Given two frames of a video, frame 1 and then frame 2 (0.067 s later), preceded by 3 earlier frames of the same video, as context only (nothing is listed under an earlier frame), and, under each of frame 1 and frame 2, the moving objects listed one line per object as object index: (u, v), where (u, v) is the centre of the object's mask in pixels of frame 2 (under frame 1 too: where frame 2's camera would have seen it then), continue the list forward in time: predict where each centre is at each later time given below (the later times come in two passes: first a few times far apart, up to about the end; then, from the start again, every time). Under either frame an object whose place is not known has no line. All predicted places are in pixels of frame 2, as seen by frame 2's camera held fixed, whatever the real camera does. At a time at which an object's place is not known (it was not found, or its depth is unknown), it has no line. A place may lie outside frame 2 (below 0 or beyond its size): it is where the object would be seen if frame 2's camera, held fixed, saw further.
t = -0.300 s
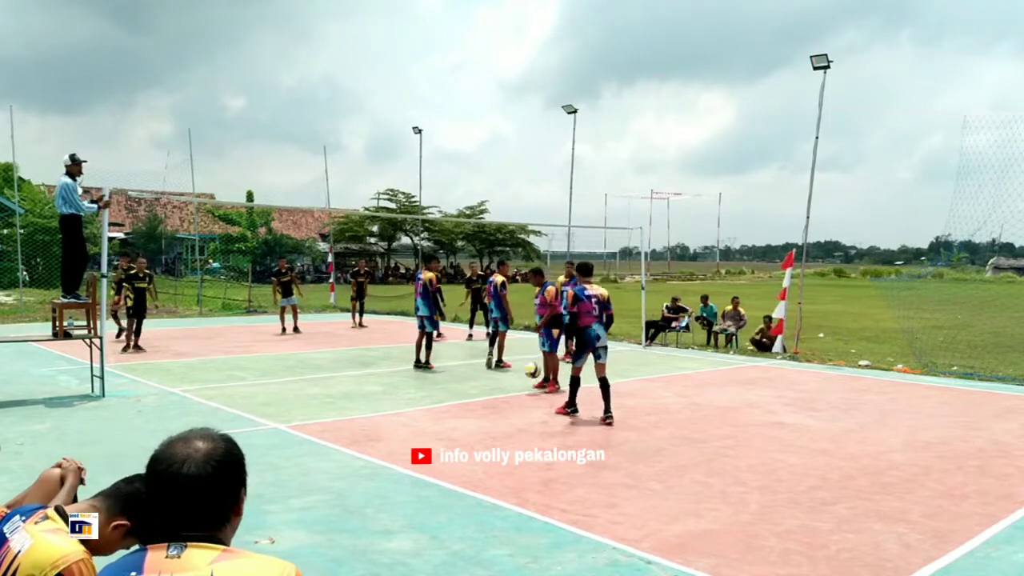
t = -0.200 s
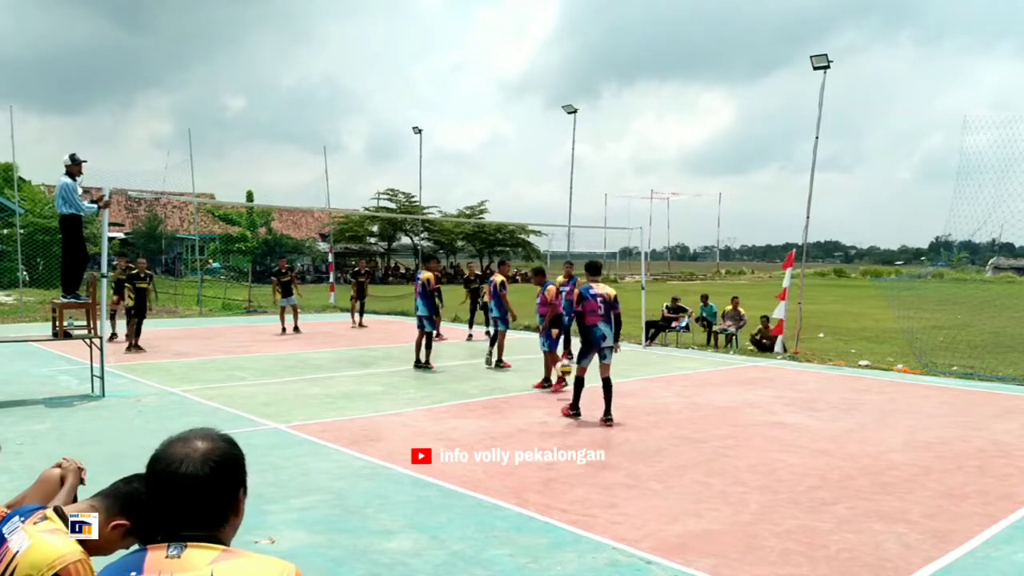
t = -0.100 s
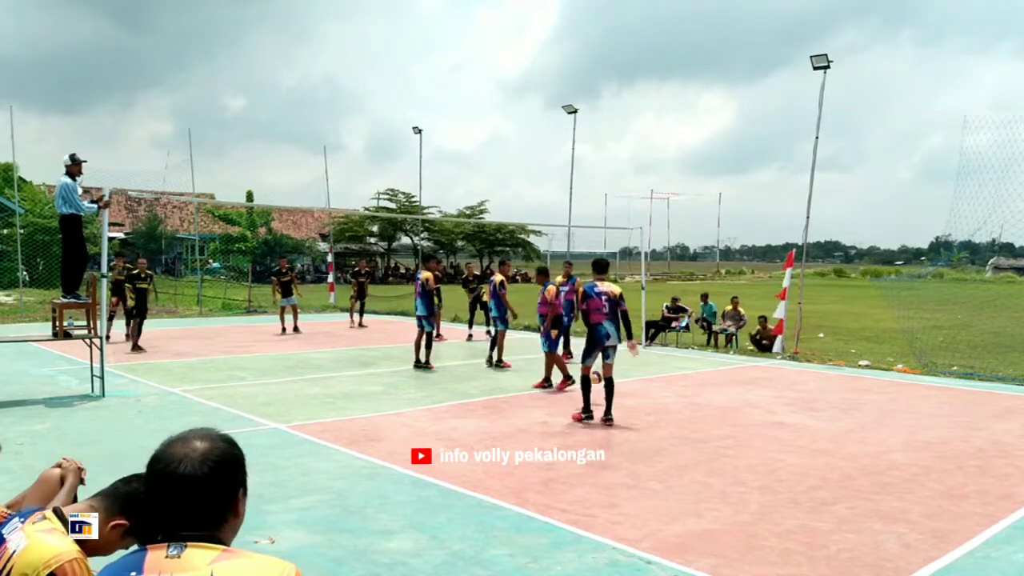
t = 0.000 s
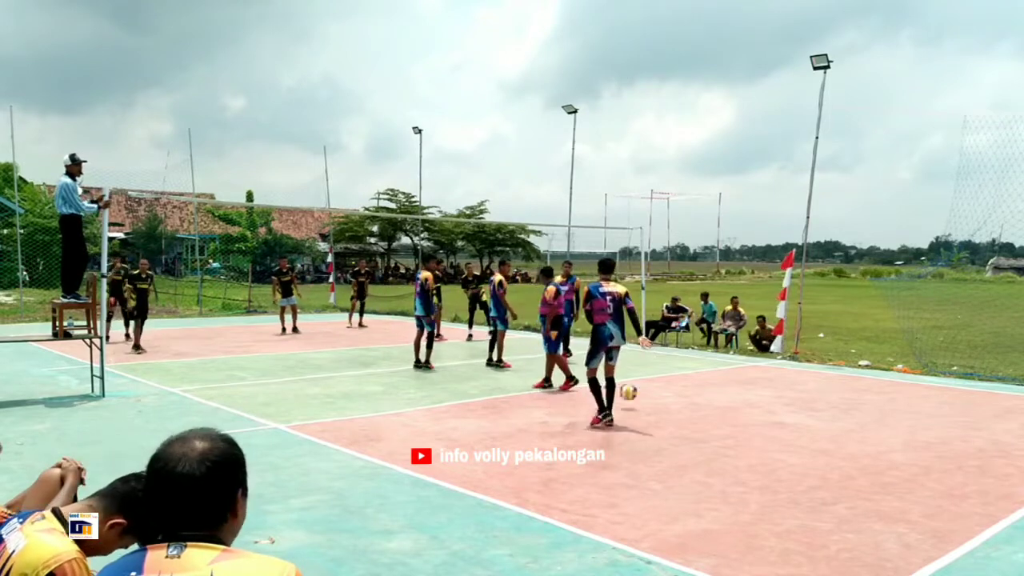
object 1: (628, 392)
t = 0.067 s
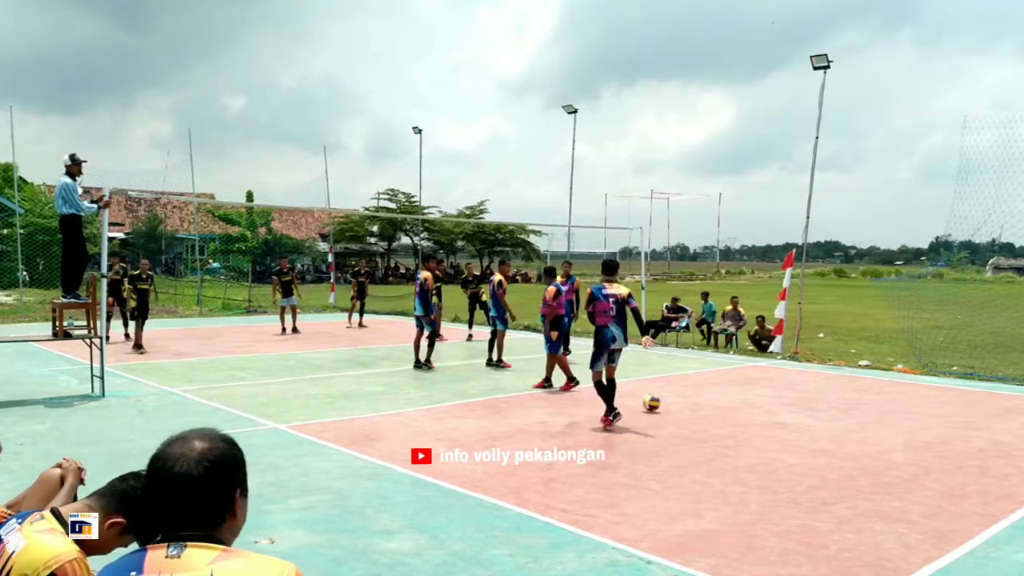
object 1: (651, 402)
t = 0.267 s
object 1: (725, 391)
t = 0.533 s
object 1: (832, 420)
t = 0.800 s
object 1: (956, 427)
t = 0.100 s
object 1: (662, 398)
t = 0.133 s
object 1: (675, 395)
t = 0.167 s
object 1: (687, 392)
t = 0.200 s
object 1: (700, 389)
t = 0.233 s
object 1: (711, 390)
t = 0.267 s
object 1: (725, 391)
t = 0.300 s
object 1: (737, 393)
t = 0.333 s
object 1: (751, 396)
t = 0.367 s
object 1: (763, 401)
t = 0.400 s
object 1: (777, 405)
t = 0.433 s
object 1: (790, 412)
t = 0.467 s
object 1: (804, 420)
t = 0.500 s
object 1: (819, 426)
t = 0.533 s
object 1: (832, 420)
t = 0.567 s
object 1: (847, 418)
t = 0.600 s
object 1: (862, 416)
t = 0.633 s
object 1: (878, 414)
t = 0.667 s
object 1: (893, 414)
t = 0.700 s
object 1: (909, 416)
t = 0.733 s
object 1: (924, 419)
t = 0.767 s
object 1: (940, 422)
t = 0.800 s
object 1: (956, 427)
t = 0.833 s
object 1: (973, 433)
